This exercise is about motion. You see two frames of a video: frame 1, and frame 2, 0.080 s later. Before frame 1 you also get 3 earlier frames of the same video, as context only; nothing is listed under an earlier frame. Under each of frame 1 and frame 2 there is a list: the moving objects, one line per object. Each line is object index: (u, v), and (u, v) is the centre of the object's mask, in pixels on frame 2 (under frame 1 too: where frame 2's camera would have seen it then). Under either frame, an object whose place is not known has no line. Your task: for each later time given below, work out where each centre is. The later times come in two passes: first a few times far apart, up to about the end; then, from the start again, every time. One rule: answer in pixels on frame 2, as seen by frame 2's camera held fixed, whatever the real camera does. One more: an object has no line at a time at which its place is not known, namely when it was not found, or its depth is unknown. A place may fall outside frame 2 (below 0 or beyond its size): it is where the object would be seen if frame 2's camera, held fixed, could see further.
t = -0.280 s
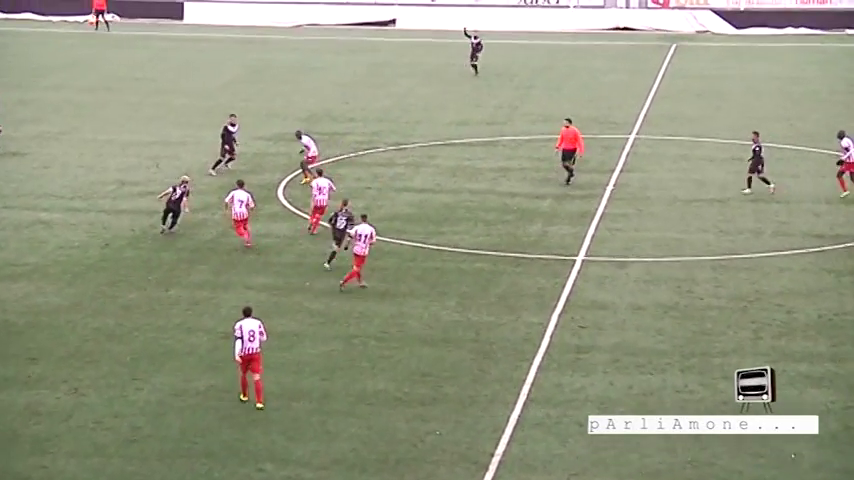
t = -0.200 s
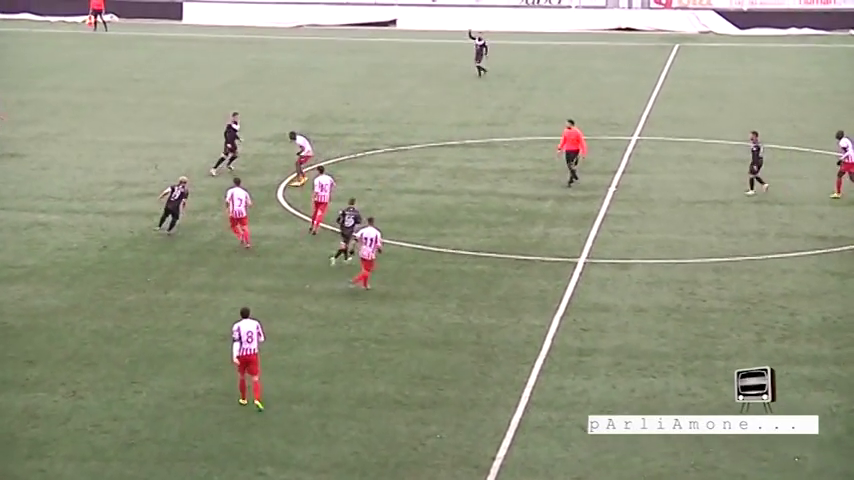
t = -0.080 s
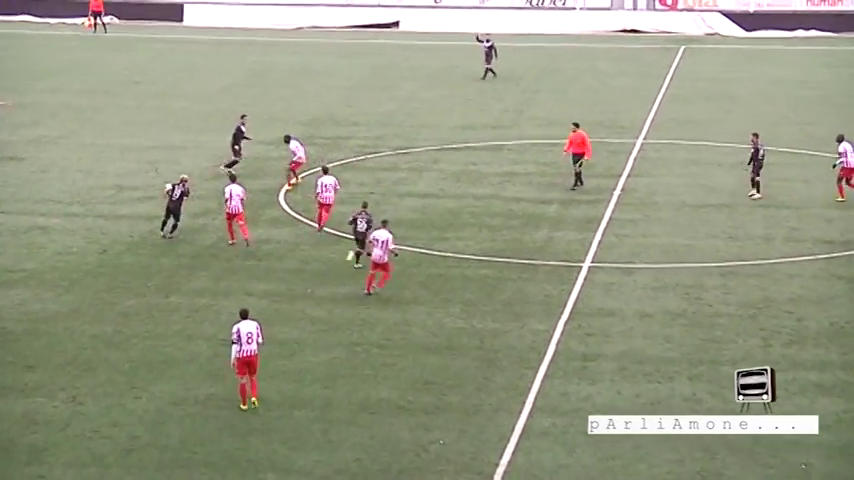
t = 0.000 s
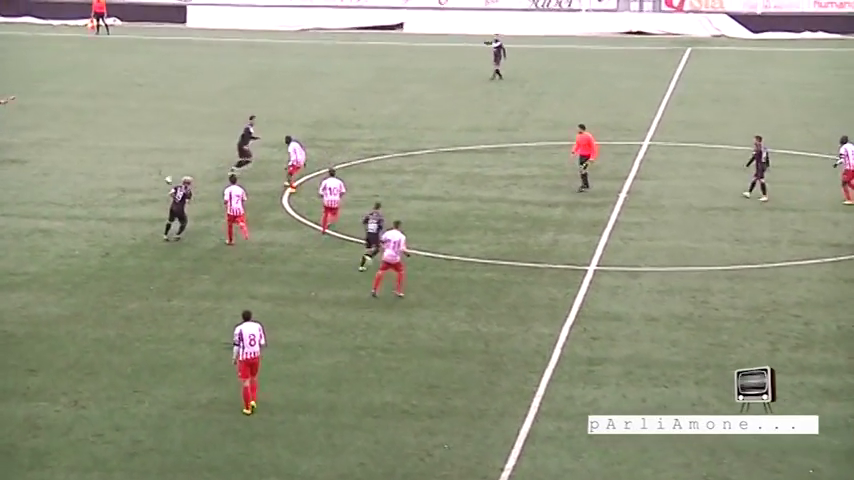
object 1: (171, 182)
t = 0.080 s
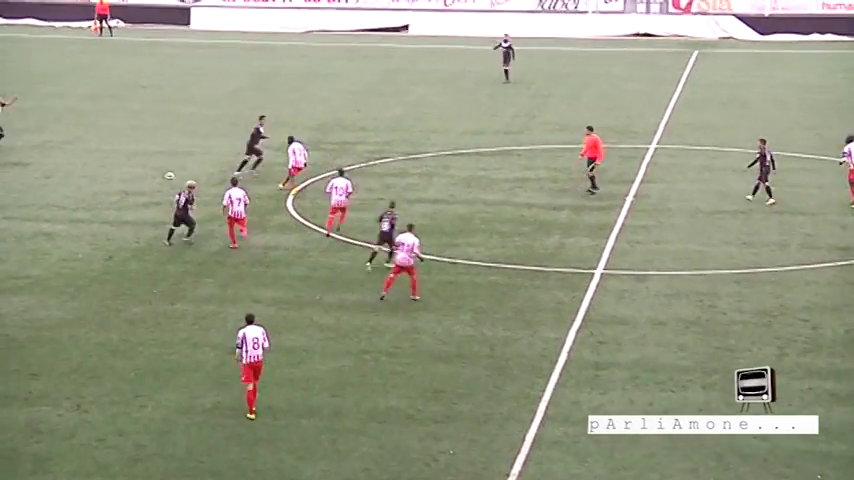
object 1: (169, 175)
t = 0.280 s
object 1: (162, 162)
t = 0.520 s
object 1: (151, 148)
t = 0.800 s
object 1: (139, 133)
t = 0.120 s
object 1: (168, 172)
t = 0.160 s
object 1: (166, 170)
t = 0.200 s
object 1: (165, 169)
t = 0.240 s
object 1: (164, 166)
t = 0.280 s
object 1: (162, 162)
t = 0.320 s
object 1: (160, 157)
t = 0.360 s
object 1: (158, 155)
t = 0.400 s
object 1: (157, 152)
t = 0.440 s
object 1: (155, 151)
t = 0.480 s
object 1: (153, 151)
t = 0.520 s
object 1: (151, 148)
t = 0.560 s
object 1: (150, 145)
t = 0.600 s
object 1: (147, 141)
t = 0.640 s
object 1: (145, 139)
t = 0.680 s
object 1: (144, 138)
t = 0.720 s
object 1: (142, 138)
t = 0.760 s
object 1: (141, 136)
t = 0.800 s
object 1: (139, 133)
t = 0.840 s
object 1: (137, 130)
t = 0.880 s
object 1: (135, 128)
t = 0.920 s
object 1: (134, 127)
